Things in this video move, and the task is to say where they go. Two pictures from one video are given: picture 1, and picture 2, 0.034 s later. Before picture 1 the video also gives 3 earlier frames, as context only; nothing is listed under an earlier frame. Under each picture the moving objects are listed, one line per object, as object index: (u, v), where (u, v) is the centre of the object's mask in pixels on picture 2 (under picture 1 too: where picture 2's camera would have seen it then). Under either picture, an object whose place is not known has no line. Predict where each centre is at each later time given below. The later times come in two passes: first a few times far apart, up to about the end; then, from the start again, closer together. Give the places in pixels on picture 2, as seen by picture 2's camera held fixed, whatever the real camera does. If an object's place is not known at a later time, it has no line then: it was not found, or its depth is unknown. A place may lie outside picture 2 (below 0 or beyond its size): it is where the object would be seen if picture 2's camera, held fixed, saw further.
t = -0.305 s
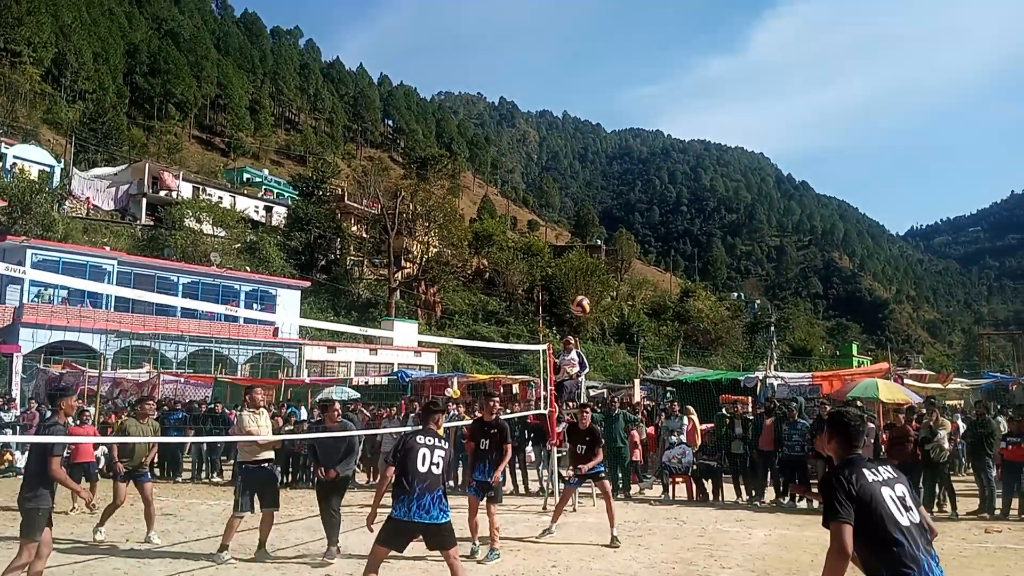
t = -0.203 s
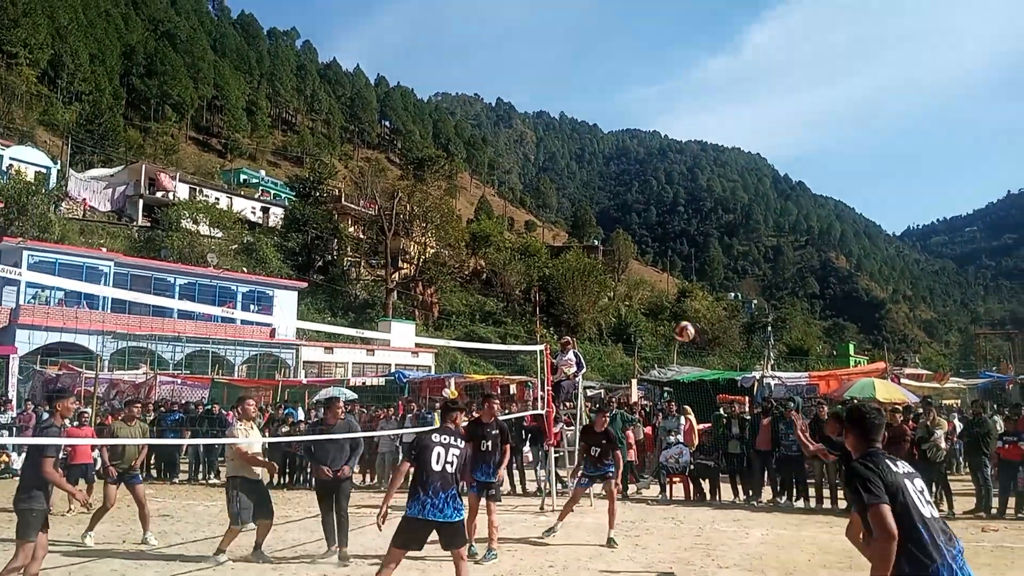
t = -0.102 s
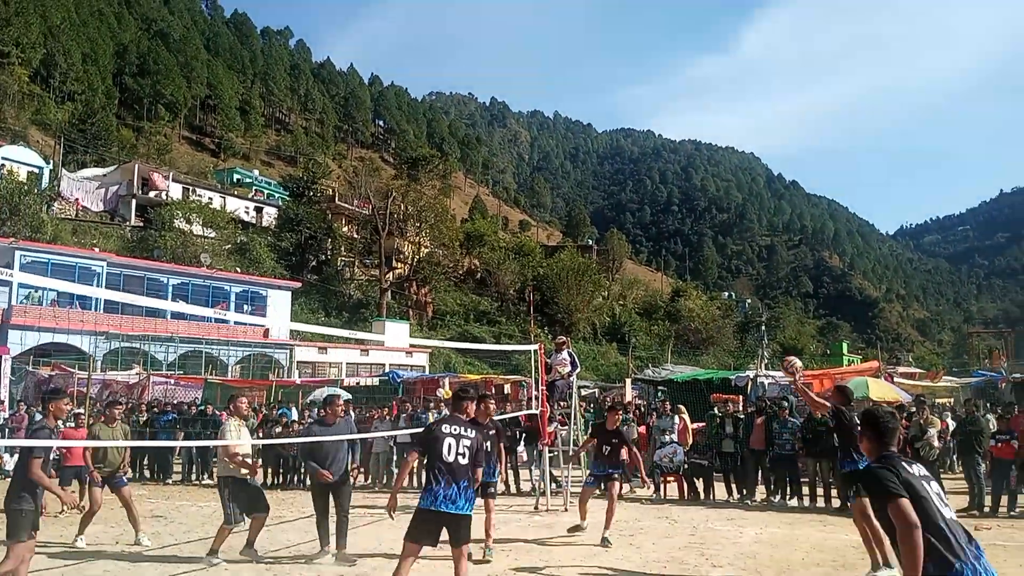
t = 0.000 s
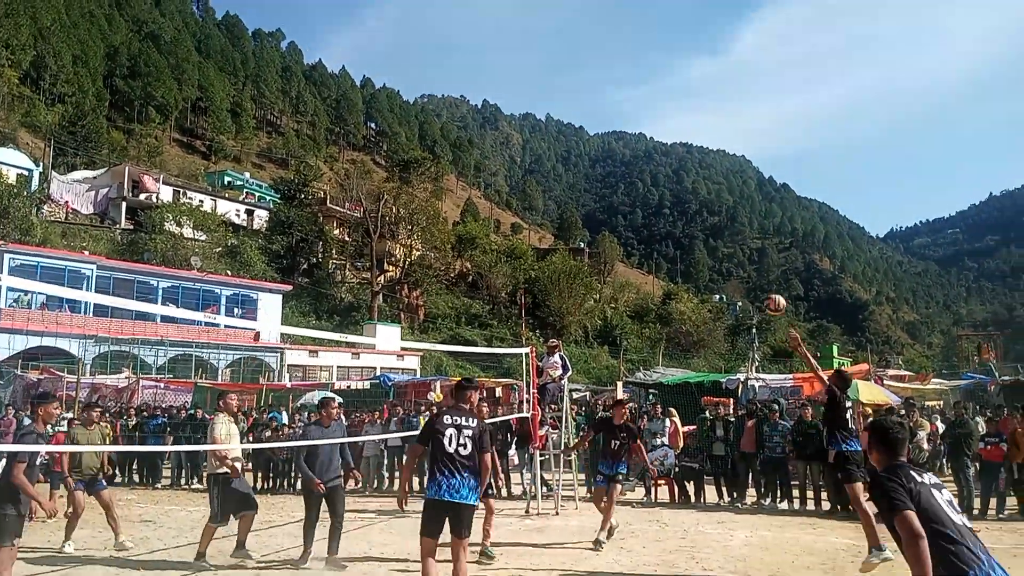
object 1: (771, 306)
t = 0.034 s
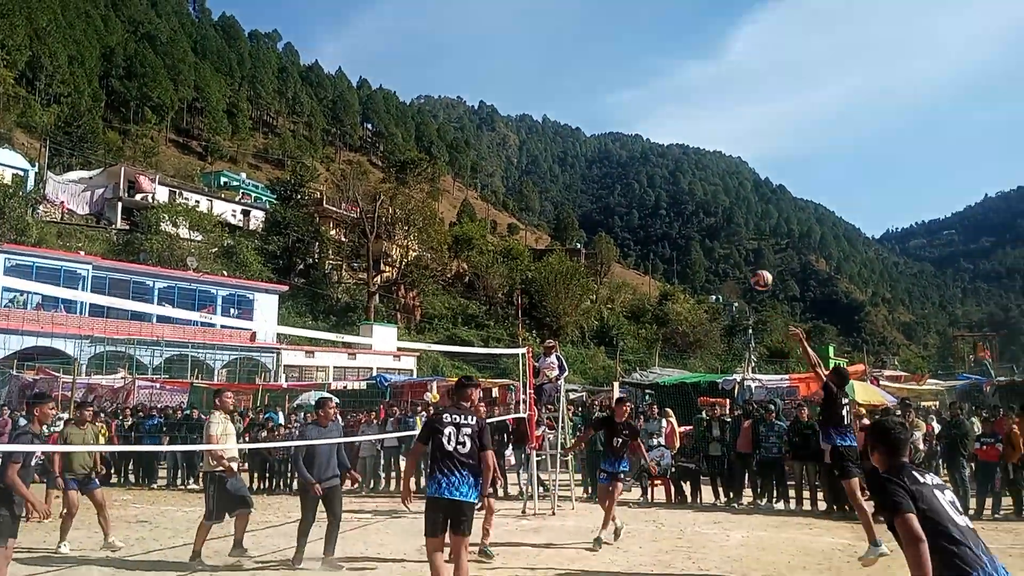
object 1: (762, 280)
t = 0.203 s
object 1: (718, 175)
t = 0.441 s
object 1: (662, 79)
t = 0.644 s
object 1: (618, 37)
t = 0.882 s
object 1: (571, 35)
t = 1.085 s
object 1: (531, 70)
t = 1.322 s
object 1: (485, 152)
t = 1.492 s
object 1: (451, 239)
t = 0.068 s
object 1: (753, 256)
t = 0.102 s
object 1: (745, 234)
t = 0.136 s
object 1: (735, 213)
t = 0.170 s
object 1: (726, 193)
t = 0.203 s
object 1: (718, 175)
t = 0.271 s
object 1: (701, 143)
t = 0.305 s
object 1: (693, 127)
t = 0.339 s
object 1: (684, 114)
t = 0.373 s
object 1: (676, 101)
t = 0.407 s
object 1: (669, 90)
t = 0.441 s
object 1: (662, 79)
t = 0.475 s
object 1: (653, 69)
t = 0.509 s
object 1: (645, 61)
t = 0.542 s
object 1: (639, 53)
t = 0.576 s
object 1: (633, 46)
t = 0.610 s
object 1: (625, 42)
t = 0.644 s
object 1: (618, 37)
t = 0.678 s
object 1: (612, 34)
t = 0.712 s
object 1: (606, 31)
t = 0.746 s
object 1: (598, 30)
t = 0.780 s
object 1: (591, 30)
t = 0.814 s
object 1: (585, 31)
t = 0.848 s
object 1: (578, 33)
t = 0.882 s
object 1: (571, 35)
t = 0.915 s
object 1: (564, 39)
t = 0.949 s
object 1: (557, 43)
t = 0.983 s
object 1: (550, 48)
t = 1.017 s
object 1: (543, 55)
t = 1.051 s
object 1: (537, 62)
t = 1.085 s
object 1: (531, 70)
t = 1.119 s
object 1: (525, 79)
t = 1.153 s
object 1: (518, 89)
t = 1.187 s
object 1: (511, 99)
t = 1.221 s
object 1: (504, 111)
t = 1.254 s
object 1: (498, 123)
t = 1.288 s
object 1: (492, 138)
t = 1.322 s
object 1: (485, 152)
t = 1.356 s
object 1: (478, 167)
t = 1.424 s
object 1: (465, 200)
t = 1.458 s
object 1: (458, 219)
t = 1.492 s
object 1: (451, 239)
